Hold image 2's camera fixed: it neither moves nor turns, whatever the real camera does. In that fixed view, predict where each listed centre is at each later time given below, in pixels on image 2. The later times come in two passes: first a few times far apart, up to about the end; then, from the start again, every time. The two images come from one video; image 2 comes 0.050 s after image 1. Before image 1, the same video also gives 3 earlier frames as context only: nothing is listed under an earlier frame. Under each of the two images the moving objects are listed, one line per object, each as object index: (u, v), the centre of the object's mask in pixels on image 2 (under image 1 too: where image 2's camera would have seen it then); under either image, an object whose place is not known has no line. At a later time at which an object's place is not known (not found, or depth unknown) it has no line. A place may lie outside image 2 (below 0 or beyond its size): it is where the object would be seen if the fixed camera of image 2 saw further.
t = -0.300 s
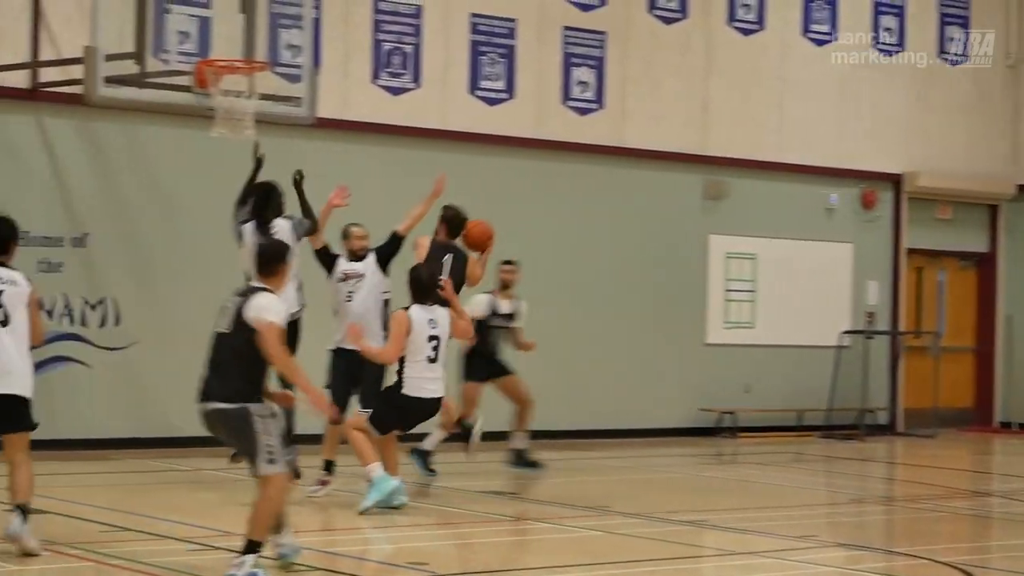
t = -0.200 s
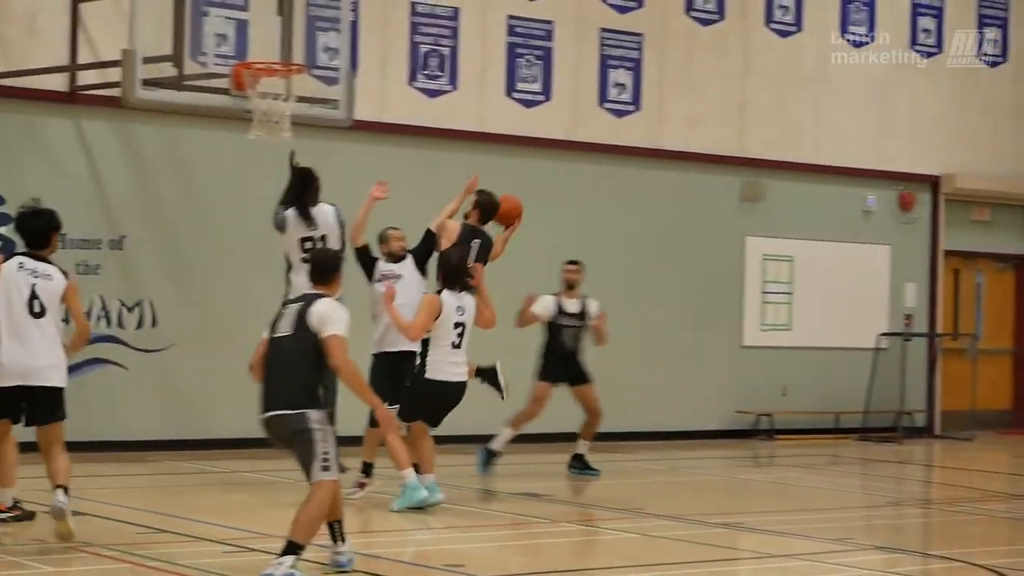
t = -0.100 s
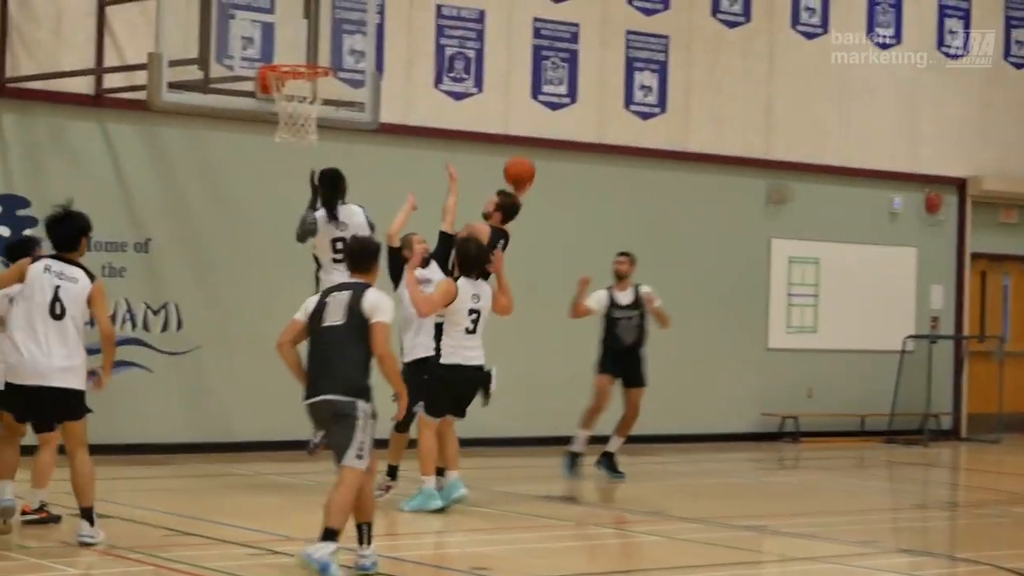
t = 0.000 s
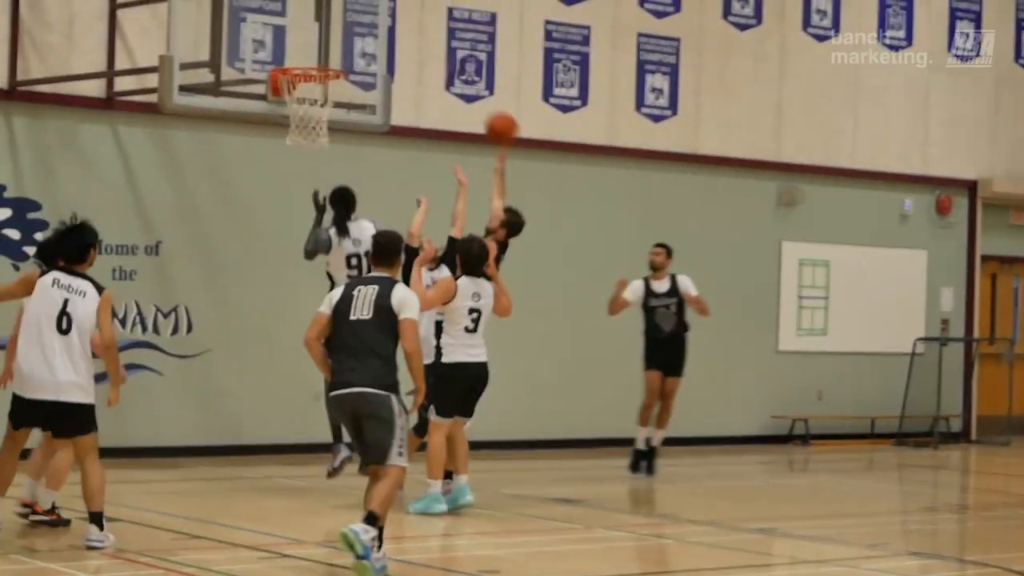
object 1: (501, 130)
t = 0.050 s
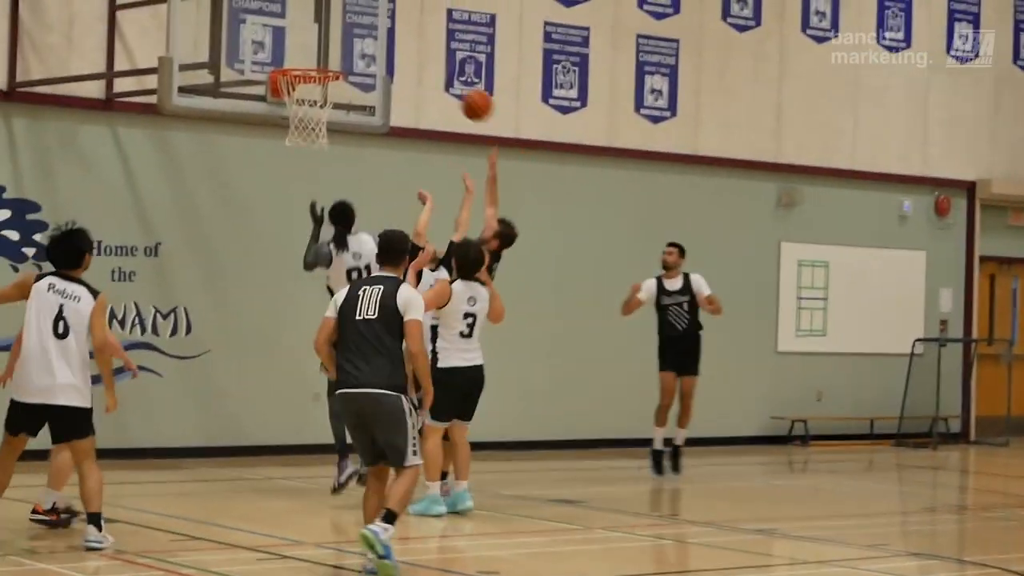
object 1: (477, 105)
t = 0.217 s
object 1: (396, 48)
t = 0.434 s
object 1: (327, 33)
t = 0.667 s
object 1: (314, 75)
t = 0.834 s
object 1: (311, 114)
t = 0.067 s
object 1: (469, 98)
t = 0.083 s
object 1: (461, 91)
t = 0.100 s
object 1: (453, 85)
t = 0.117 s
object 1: (446, 78)
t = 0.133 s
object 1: (438, 73)
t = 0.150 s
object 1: (429, 67)
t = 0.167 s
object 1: (421, 62)
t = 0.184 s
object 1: (413, 57)
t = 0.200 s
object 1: (405, 53)
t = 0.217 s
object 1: (396, 48)
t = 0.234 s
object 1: (389, 45)
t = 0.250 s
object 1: (381, 42)
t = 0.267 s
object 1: (372, 39)
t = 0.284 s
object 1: (363, 36)
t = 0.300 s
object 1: (355, 34)
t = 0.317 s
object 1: (347, 33)
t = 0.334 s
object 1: (338, 31)
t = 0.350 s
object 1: (335, 31)
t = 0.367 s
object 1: (333, 30)
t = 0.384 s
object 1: (332, 30)
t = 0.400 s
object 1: (330, 31)
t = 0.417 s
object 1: (328, 31)
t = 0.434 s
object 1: (327, 33)
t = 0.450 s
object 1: (325, 34)
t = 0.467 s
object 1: (323, 37)
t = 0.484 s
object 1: (322, 39)
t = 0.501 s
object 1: (319, 42)
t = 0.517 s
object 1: (318, 45)
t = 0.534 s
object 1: (316, 49)
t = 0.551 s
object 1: (314, 53)
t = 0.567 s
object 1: (312, 55)
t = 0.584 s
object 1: (311, 59)
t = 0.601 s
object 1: (312, 62)
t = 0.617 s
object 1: (312, 62)
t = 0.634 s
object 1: (312, 63)
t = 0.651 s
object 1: (313, 65)
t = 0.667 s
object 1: (314, 75)
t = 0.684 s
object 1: (315, 79)
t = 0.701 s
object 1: (315, 83)
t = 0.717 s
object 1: (314, 86)
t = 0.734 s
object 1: (314, 88)
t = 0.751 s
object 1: (314, 89)
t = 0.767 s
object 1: (314, 92)
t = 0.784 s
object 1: (312, 97)
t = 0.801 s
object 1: (312, 101)
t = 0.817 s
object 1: (311, 108)
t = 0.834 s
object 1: (311, 114)
